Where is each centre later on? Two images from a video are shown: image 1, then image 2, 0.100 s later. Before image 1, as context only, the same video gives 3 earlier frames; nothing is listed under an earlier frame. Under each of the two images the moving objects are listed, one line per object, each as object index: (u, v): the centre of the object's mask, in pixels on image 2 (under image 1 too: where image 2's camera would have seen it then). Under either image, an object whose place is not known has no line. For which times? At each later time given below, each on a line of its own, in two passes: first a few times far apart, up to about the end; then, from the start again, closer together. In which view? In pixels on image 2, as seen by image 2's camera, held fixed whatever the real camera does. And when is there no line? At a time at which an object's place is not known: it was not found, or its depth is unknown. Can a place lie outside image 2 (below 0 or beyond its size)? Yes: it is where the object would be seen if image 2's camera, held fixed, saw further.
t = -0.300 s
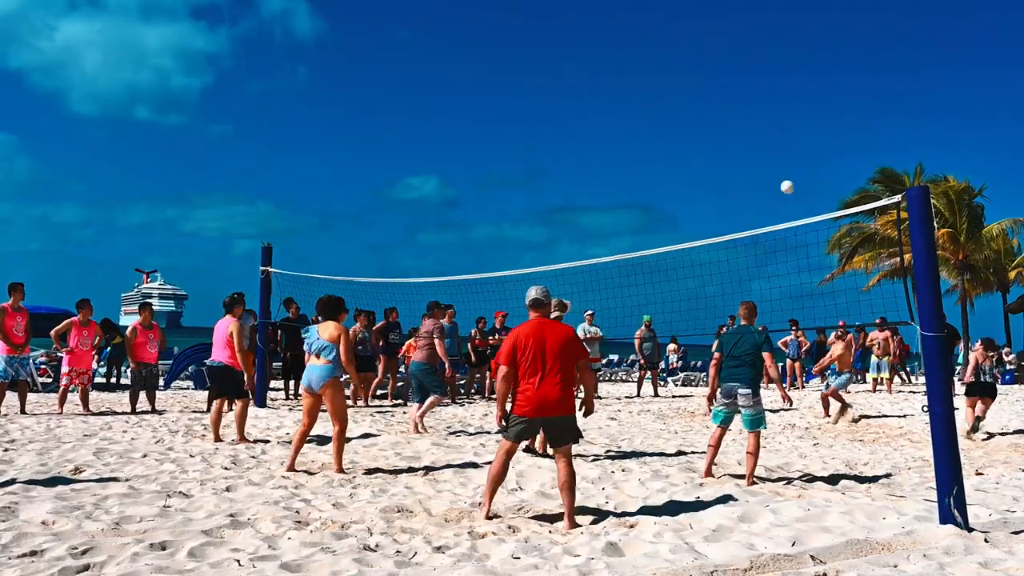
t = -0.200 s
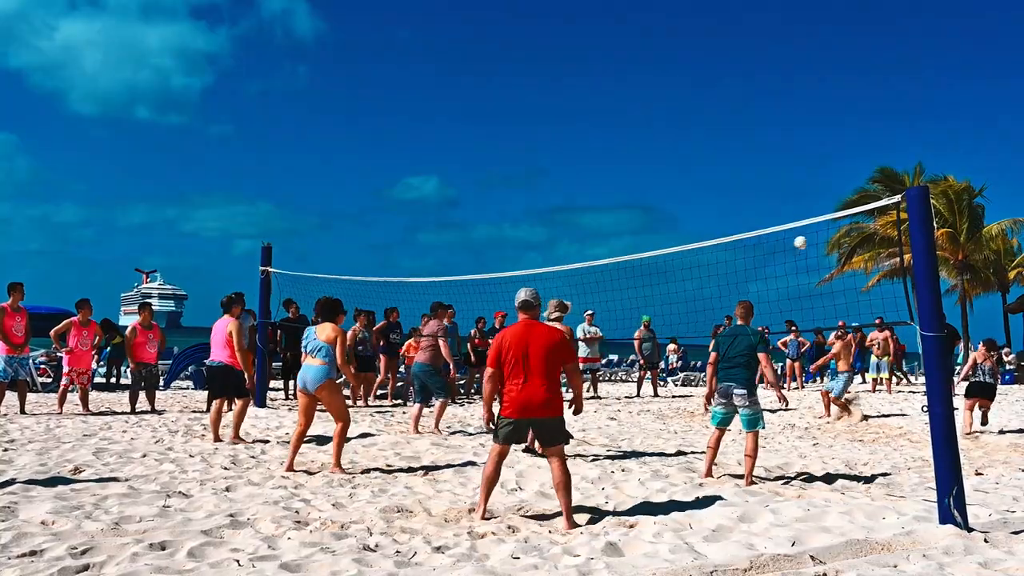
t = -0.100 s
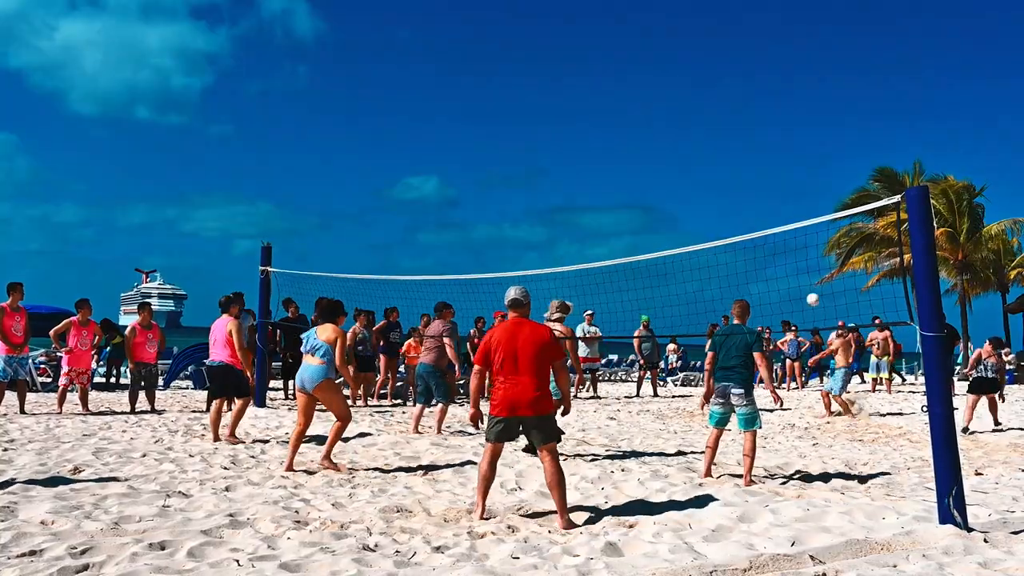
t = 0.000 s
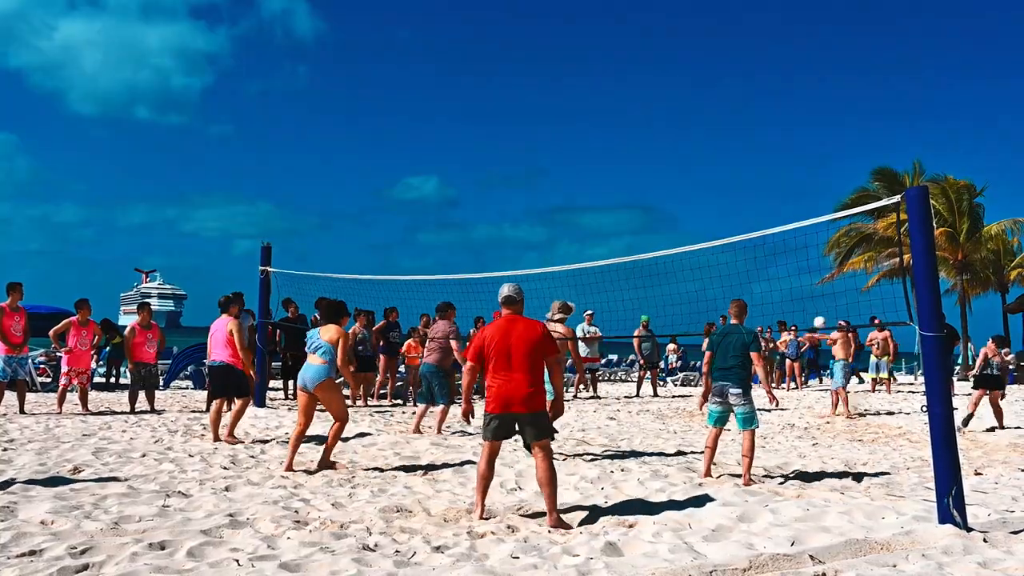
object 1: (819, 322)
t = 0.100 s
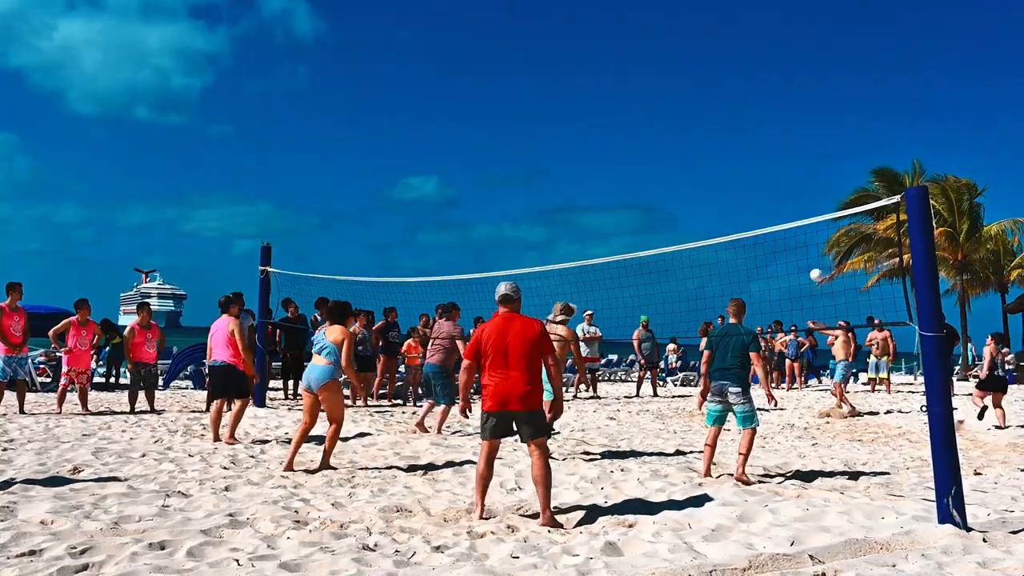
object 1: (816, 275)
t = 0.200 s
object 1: (812, 231)
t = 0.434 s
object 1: (799, 150)
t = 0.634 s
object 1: (784, 103)
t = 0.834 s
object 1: (766, 80)
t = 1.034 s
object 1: (745, 84)
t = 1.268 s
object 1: (714, 134)
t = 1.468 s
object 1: (683, 225)
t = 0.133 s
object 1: (814, 260)
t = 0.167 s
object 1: (813, 245)
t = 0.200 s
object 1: (812, 231)
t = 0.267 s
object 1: (808, 205)
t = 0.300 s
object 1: (807, 193)
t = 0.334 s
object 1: (805, 182)
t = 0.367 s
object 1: (803, 170)
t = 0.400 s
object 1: (800, 160)
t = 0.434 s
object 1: (799, 150)
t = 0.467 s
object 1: (796, 141)
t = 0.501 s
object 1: (794, 132)
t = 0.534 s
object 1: (792, 124)
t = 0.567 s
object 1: (789, 117)
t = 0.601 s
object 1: (787, 109)
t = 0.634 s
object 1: (784, 103)
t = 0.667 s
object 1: (781, 98)
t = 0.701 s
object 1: (778, 93)
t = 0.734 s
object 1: (775, 89)
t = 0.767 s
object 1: (772, 85)
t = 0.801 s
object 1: (770, 82)
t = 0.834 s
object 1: (766, 80)
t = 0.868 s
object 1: (763, 79)
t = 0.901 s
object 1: (760, 78)
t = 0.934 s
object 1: (756, 78)
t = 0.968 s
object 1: (753, 79)
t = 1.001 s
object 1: (749, 81)
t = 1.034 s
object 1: (745, 84)
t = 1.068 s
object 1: (741, 88)
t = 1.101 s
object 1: (737, 93)
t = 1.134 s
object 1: (733, 99)
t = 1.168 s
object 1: (728, 106)
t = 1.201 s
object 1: (724, 114)
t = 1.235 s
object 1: (719, 124)
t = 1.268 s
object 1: (714, 134)
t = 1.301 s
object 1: (709, 146)
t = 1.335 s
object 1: (705, 159)
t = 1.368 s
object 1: (699, 174)
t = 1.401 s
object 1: (694, 189)
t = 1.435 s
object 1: (689, 207)
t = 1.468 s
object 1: (683, 225)
